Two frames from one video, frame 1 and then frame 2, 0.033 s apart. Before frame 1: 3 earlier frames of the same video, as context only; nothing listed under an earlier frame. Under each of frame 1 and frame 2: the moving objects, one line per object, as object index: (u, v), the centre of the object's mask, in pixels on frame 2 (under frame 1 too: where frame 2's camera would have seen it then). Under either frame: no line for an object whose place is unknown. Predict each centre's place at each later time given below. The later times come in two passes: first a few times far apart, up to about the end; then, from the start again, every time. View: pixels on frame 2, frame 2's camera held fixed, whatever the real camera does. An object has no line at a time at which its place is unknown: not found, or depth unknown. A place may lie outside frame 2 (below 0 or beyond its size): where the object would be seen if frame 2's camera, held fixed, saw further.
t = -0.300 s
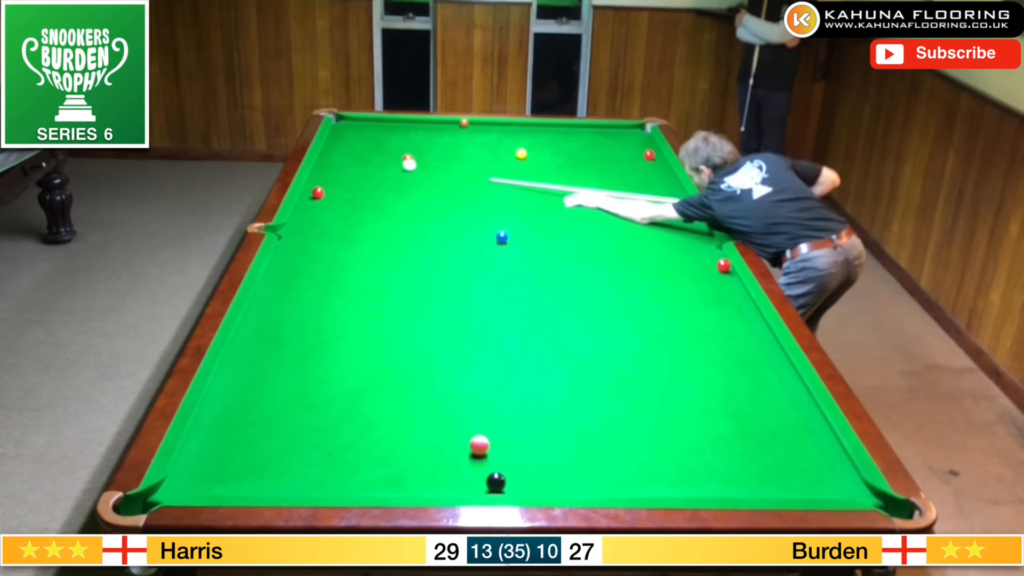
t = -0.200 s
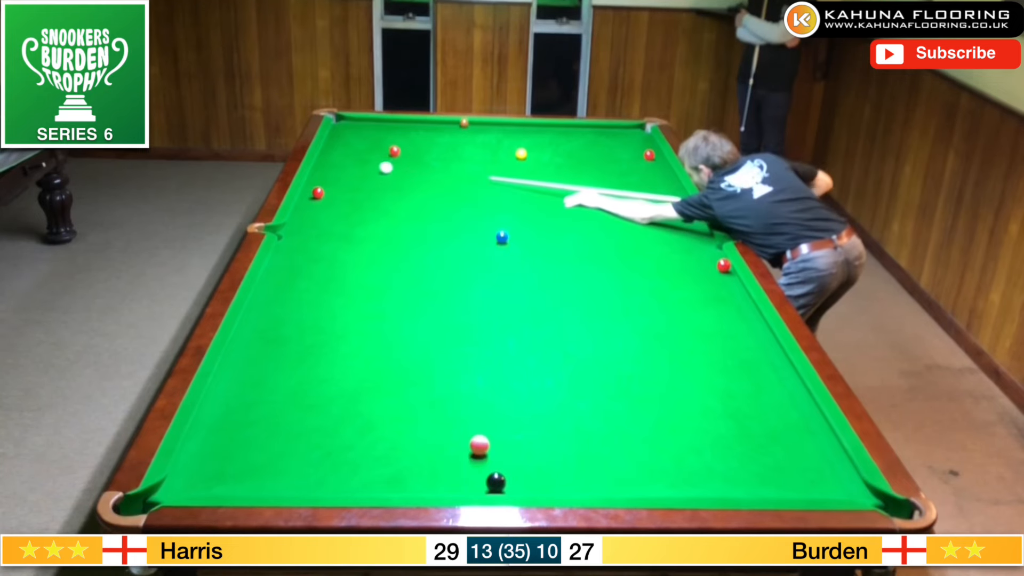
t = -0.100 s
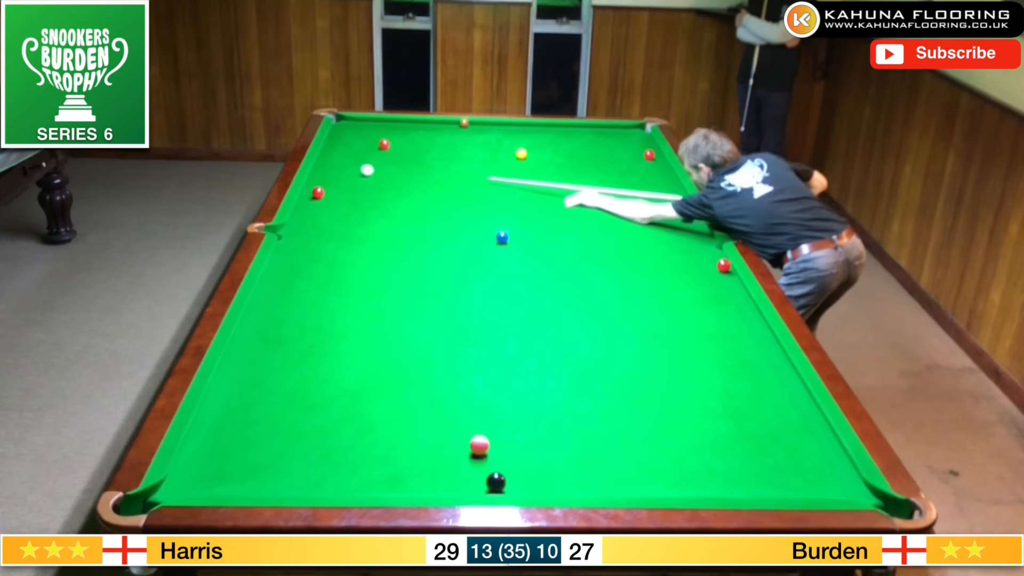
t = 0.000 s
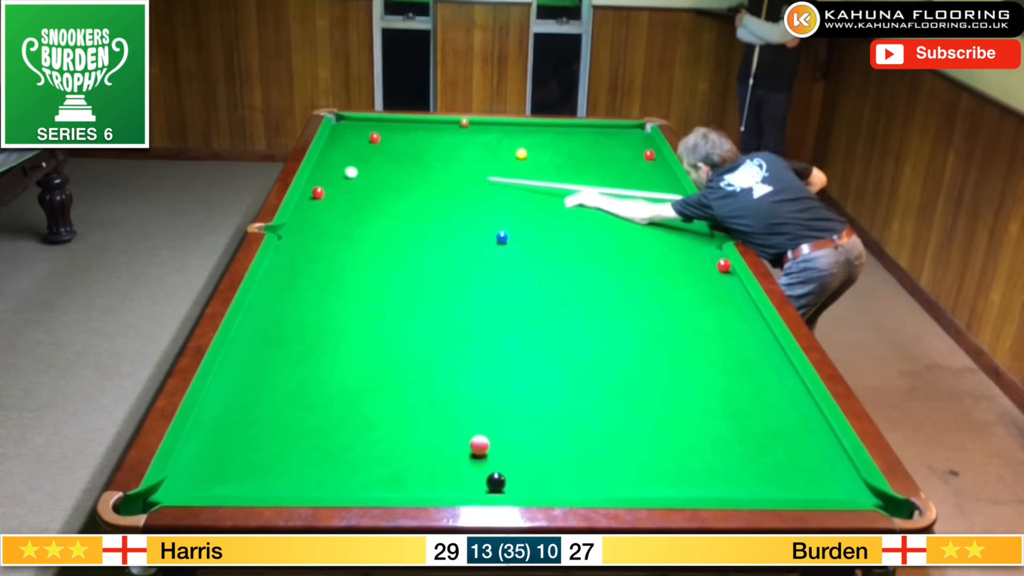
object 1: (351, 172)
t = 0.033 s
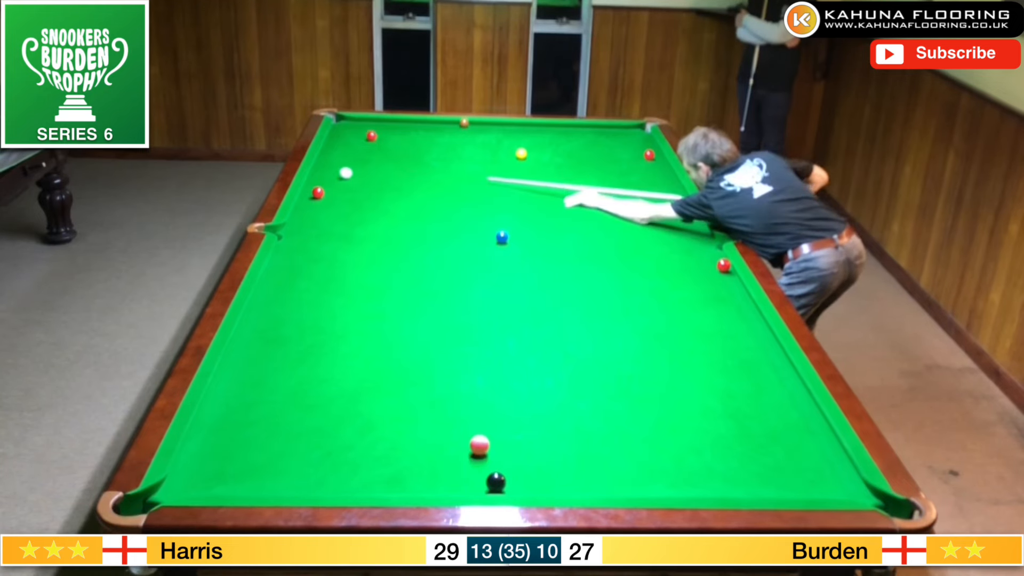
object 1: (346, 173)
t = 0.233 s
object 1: (314, 178)
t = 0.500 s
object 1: (335, 184)
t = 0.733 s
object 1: (353, 190)
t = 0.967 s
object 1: (371, 195)
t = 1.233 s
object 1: (391, 201)
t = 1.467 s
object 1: (407, 206)
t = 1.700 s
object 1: (423, 211)
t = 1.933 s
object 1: (438, 215)
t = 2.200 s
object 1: (454, 220)
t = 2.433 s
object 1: (468, 223)
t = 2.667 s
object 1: (480, 227)
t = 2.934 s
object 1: (493, 230)
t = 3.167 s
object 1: (502, 230)
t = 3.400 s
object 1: (510, 232)
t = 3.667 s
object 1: (516, 233)
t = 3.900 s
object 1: (521, 233)
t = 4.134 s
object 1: (524, 233)
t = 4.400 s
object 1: (526, 233)
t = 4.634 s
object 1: (526, 234)
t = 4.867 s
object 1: (525, 234)
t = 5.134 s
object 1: (526, 234)
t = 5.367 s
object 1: (525, 234)
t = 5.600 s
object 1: (525, 234)
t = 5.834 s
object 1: (525, 234)
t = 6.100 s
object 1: (525, 234)
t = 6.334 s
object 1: (526, 234)
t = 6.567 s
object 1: (526, 234)
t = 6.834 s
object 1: (525, 234)
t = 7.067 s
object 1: (525, 234)
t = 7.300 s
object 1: (526, 234)
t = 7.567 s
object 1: (526, 234)
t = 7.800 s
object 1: (526, 234)
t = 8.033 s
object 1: (525, 234)
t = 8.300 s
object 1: (526, 234)
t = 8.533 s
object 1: (526, 234)
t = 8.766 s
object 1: (525, 234)
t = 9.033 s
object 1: (526, 234)
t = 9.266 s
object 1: (525, 234)
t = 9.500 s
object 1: (526, 234)
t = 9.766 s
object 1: (526, 234)
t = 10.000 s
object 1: (526, 234)
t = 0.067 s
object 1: (340, 174)
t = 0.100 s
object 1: (335, 175)
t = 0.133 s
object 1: (330, 176)
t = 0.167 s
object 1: (324, 176)
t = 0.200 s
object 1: (319, 177)
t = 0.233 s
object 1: (314, 178)
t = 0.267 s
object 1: (315, 179)
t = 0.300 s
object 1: (318, 179)
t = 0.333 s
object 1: (321, 180)
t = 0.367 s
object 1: (324, 181)
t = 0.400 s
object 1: (327, 182)
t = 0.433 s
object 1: (329, 183)
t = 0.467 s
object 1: (332, 184)
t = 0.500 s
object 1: (335, 184)
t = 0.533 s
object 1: (337, 185)
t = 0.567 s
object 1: (340, 186)
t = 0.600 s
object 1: (342, 187)
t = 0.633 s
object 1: (345, 188)
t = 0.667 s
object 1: (348, 188)
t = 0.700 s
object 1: (350, 189)
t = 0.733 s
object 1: (353, 190)
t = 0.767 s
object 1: (356, 191)
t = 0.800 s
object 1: (358, 192)
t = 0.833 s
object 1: (361, 192)
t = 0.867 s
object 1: (363, 193)
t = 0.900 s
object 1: (366, 194)
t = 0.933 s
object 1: (368, 195)
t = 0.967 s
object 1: (371, 195)
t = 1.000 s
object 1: (373, 196)
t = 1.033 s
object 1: (376, 197)
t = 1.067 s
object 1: (378, 197)
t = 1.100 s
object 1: (381, 198)
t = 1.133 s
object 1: (383, 199)
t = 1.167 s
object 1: (386, 200)
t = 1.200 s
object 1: (388, 200)
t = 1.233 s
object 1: (391, 201)
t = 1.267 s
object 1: (393, 202)
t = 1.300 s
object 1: (395, 203)
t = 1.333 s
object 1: (398, 203)
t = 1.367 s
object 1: (400, 204)
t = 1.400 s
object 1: (402, 205)
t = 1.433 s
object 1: (405, 205)
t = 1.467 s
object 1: (407, 206)
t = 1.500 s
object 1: (409, 207)
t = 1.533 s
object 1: (412, 207)
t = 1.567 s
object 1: (414, 208)
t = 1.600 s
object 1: (416, 209)
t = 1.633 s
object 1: (419, 209)
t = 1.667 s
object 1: (421, 210)
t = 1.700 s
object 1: (423, 211)
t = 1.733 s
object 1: (425, 211)
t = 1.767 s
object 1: (428, 212)
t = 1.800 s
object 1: (430, 213)
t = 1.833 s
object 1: (432, 213)
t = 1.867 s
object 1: (434, 214)
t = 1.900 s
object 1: (436, 214)
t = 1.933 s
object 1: (438, 215)
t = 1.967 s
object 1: (440, 216)
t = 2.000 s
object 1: (442, 216)
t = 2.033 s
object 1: (444, 217)
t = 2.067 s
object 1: (446, 217)
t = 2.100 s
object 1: (448, 218)
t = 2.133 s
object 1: (450, 218)
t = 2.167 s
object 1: (452, 219)
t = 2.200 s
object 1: (454, 220)
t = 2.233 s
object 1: (456, 220)
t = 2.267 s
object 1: (458, 221)
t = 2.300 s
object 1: (460, 221)
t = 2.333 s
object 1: (462, 222)
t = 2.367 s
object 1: (464, 222)
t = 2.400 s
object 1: (466, 223)
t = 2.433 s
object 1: (468, 223)
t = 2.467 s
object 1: (469, 224)
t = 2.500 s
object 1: (471, 224)
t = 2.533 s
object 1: (473, 225)
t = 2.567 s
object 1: (475, 225)
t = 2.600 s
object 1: (477, 226)
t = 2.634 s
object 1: (479, 226)
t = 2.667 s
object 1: (480, 227)
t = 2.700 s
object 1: (482, 227)
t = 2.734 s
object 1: (483, 228)
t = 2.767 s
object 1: (485, 228)
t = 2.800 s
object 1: (487, 229)
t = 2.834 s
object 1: (488, 229)
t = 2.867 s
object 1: (490, 230)
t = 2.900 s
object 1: (492, 230)
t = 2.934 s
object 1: (493, 230)
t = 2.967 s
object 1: (494, 230)
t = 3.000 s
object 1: (496, 230)
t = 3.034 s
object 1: (497, 230)
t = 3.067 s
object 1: (499, 230)
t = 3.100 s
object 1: (500, 230)
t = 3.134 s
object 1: (501, 230)
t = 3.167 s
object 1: (502, 230)
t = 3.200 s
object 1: (504, 230)
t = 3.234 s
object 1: (505, 230)
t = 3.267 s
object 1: (506, 231)
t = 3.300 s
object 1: (507, 231)
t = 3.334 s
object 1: (508, 231)
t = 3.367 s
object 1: (509, 232)
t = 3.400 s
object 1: (510, 232)
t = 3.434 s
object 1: (511, 232)
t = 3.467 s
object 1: (512, 232)
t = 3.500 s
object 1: (512, 232)
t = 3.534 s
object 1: (513, 233)
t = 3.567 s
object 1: (514, 233)
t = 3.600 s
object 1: (515, 233)
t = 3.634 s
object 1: (516, 233)
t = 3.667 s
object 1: (516, 233)
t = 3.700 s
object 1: (517, 233)
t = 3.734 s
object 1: (518, 233)
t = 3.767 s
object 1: (518, 233)
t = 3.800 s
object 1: (519, 233)
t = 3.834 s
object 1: (520, 233)
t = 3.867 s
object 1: (520, 233)
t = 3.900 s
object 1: (521, 233)
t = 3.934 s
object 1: (521, 233)
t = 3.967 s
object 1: (522, 233)
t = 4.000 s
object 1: (522, 233)
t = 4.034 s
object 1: (523, 233)
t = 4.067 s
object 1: (523, 233)
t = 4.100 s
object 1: (523, 233)
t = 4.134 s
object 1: (524, 233)
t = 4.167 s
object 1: (524, 233)
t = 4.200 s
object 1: (524, 233)
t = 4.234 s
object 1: (525, 233)
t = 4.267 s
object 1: (525, 233)
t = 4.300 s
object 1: (525, 234)
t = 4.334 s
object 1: (525, 233)
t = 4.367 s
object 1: (526, 233)
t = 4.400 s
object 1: (526, 233)
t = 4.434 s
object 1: (526, 234)
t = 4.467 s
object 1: (526, 234)
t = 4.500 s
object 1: (526, 234)
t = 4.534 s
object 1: (526, 234)
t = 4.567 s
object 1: (526, 234)
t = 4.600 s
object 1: (526, 234)
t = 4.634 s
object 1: (526, 234)
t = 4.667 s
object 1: (526, 234)
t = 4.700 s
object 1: (526, 234)
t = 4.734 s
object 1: (526, 234)
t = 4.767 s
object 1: (526, 234)
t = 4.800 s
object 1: (526, 234)
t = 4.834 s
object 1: (526, 234)
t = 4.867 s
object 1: (525, 234)
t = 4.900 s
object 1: (525, 234)
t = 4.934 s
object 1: (526, 234)
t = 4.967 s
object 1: (526, 234)
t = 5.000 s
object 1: (526, 234)
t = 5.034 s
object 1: (526, 234)
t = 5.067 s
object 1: (525, 234)
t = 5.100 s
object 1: (526, 234)
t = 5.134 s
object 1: (526, 234)
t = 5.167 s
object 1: (525, 234)
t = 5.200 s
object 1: (525, 234)
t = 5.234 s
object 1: (525, 234)
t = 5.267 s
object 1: (526, 234)
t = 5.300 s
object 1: (525, 234)
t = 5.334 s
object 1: (525, 234)
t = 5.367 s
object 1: (525, 234)
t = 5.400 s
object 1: (526, 234)
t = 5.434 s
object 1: (525, 234)
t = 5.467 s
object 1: (525, 234)
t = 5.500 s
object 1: (525, 234)
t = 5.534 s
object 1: (525, 234)
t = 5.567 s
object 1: (525, 234)
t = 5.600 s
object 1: (525, 234)
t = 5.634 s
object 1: (525, 234)
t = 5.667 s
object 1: (525, 234)
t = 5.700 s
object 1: (526, 234)
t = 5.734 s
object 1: (525, 234)
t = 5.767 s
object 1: (525, 234)
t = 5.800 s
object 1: (525, 234)
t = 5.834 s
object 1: (525, 234)
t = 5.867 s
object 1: (525, 234)
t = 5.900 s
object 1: (525, 234)
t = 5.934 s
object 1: (525, 234)
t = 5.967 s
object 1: (525, 234)
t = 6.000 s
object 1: (525, 234)
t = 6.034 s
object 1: (525, 234)
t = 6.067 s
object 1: (525, 234)
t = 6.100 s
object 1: (525, 234)
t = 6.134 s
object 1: (525, 234)
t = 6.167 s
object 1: (525, 234)
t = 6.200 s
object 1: (525, 234)
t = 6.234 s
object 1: (526, 234)
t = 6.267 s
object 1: (525, 234)
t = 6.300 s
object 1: (526, 234)
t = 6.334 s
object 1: (526, 234)
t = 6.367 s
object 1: (526, 234)
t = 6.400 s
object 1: (526, 234)
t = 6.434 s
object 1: (526, 234)
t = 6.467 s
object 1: (526, 234)
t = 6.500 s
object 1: (526, 234)
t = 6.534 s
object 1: (526, 234)
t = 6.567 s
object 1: (526, 234)
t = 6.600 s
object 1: (526, 234)
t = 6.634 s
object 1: (526, 234)
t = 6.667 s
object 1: (526, 234)
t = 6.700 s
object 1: (526, 234)
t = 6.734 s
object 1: (526, 234)
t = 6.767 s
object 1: (526, 234)
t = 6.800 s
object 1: (525, 234)
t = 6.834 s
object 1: (525, 234)
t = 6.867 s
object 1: (525, 234)
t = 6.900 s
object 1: (525, 234)
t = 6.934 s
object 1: (525, 234)
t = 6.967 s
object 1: (525, 234)
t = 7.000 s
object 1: (525, 234)
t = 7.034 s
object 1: (525, 234)
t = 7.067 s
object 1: (525, 234)
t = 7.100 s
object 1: (525, 234)
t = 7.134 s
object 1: (525, 234)
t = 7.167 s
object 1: (526, 234)
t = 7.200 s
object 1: (526, 234)
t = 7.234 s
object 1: (526, 234)
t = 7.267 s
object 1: (526, 234)
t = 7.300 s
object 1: (526, 234)
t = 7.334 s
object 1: (526, 234)
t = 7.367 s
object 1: (525, 234)
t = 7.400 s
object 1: (525, 234)
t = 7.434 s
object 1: (525, 234)
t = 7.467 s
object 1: (526, 234)
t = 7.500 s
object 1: (525, 234)
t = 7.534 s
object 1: (526, 234)
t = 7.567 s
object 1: (526, 234)
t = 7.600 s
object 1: (526, 234)
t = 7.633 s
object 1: (526, 234)
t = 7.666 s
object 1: (526, 234)
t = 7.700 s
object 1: (525, 234)
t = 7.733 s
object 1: (525, 234)
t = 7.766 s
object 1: (526, 234)
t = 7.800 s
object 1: (526, 234)
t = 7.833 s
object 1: (525, 234)
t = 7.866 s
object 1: (525, 234)
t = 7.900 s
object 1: (525, 234)
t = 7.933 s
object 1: (525, 234)
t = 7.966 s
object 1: (525, 234)
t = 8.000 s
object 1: (525, 234)
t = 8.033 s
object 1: (525, 234)
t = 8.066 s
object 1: (525, 234)
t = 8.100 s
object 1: (525, 234)
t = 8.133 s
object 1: (525, 234)
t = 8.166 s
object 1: (526, 234)
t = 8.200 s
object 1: (525, 234)
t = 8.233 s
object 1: (526, 234)
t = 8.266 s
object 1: (526, 234)
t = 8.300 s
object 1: (526, 234)
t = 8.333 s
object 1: (526, 234)
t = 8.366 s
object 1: (525, 234)
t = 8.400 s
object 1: (526, 234)
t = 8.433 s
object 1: (526, 234)
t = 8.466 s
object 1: (526, 234)
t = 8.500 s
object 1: (525, 234)
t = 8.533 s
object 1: (526, 234)
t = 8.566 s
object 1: (525, 234)
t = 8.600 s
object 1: (525, 234)
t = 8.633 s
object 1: (525, 234)
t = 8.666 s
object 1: (525, 234)
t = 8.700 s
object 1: (525, 234)
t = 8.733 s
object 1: (526, 234)
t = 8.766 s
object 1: (525, 234)
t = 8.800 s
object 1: (525, 234)
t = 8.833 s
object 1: (525, 234)
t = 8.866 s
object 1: (526, 234)
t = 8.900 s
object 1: (525, 234)
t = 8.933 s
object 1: (525, 234)
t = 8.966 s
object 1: (525, 234)
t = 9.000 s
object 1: (525, 234)
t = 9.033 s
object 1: (526, 234)
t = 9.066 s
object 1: (525, 234)
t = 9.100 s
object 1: (525, 234)
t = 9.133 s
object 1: (525, 234)
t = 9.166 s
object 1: (525, 234)
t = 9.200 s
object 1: (525, 234)
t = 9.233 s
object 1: (525, 234)
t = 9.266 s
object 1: (525, 234)
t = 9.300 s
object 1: (525, 234)
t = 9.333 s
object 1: (525, 234)
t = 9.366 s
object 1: (525, 234)
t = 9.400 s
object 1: (525, 234)
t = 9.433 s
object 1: (525, 234)
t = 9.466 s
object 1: (526, 234)
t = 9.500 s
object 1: (526, 234)
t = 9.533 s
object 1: (526, 234)
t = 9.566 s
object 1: (526, 234)
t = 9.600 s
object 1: (526, 234)
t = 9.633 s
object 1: (526, 234)
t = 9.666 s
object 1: (526, 234)
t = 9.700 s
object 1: (526, 234)
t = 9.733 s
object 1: (526, 234)
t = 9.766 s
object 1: (526, 234)
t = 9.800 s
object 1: (526, 234)
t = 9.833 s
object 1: (526, 234)
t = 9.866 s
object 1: (526, 234)
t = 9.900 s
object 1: (526, 234)
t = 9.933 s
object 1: (526, 234)
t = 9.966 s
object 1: (526, 234)
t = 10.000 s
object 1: (526, 234)
